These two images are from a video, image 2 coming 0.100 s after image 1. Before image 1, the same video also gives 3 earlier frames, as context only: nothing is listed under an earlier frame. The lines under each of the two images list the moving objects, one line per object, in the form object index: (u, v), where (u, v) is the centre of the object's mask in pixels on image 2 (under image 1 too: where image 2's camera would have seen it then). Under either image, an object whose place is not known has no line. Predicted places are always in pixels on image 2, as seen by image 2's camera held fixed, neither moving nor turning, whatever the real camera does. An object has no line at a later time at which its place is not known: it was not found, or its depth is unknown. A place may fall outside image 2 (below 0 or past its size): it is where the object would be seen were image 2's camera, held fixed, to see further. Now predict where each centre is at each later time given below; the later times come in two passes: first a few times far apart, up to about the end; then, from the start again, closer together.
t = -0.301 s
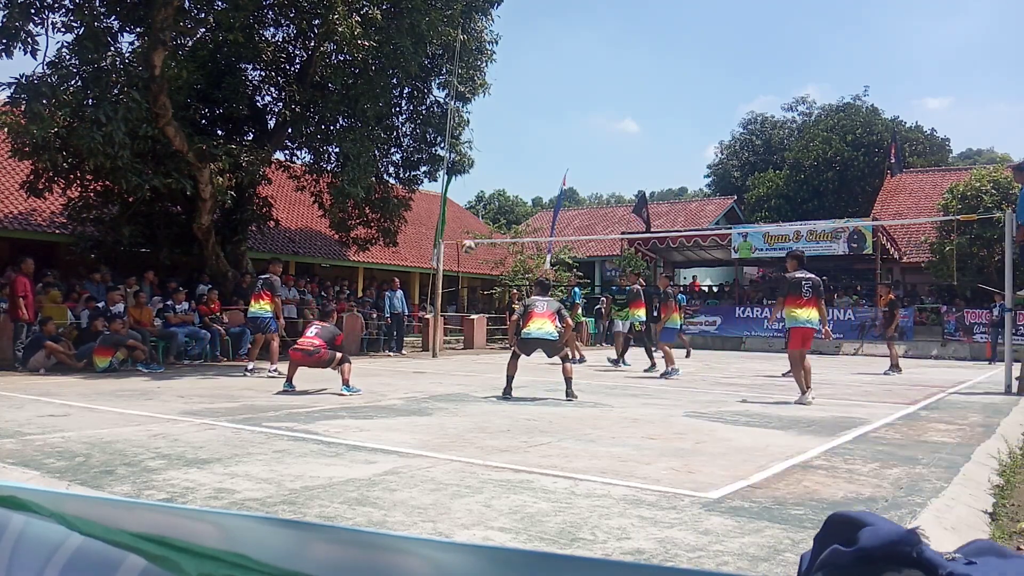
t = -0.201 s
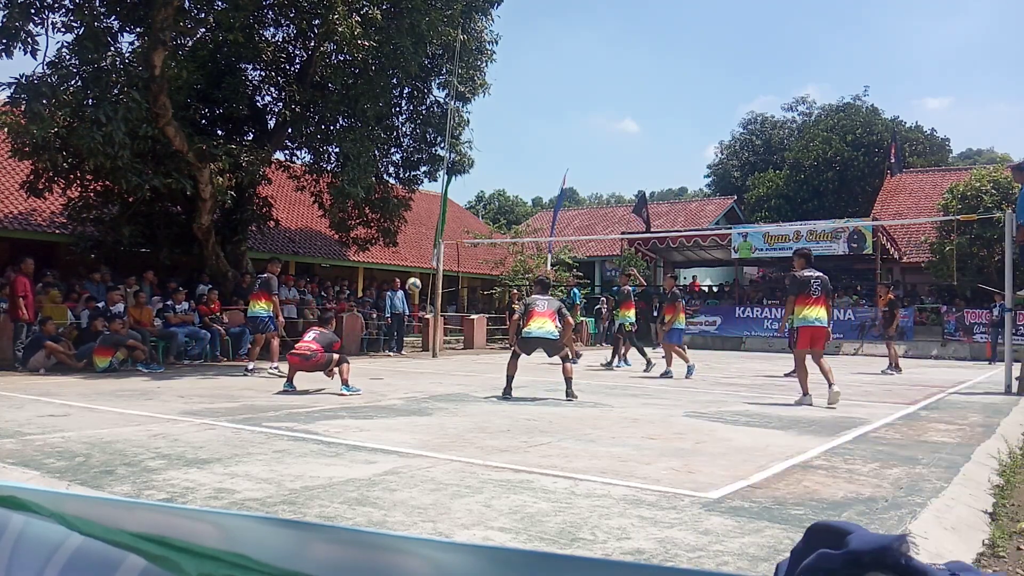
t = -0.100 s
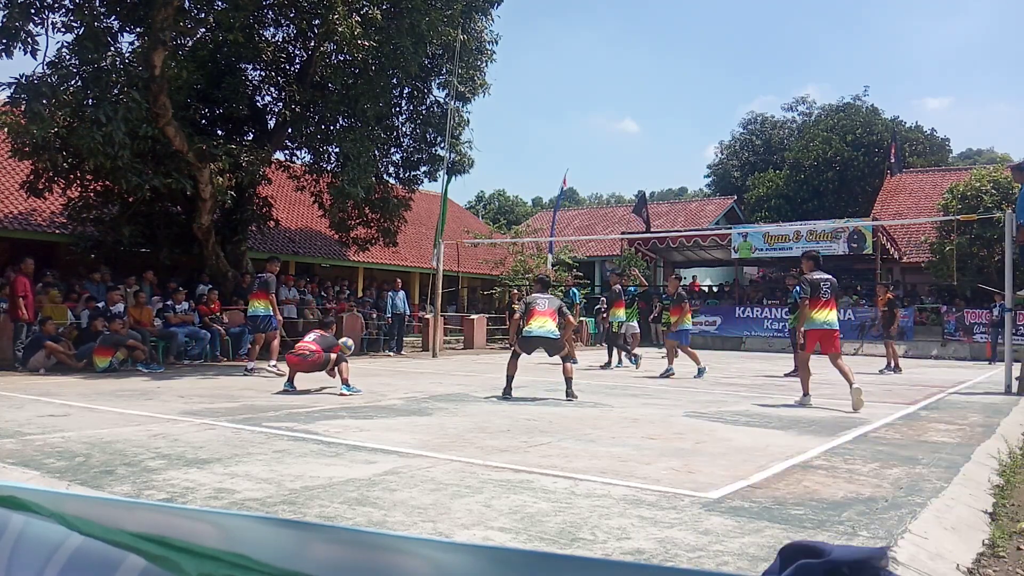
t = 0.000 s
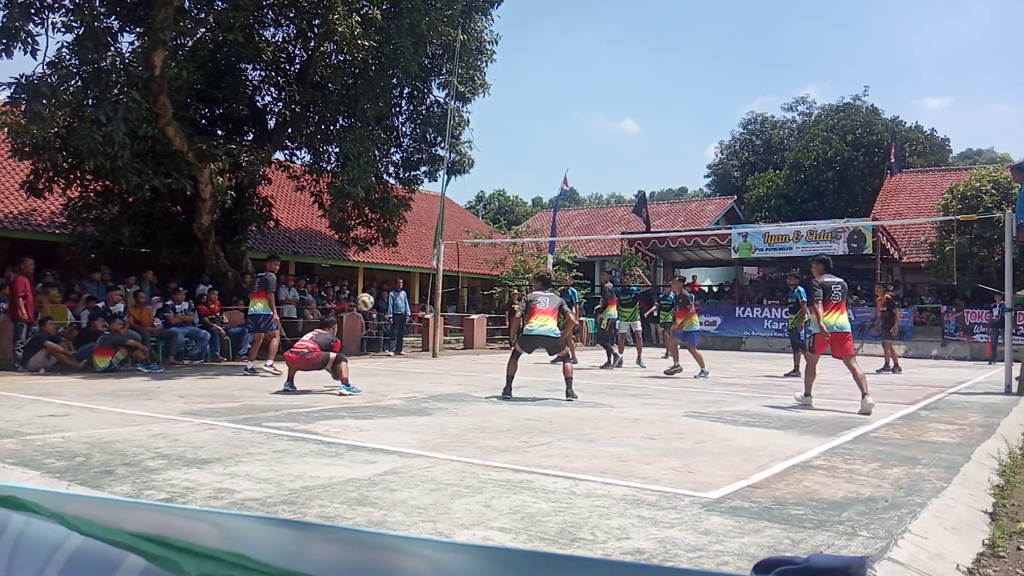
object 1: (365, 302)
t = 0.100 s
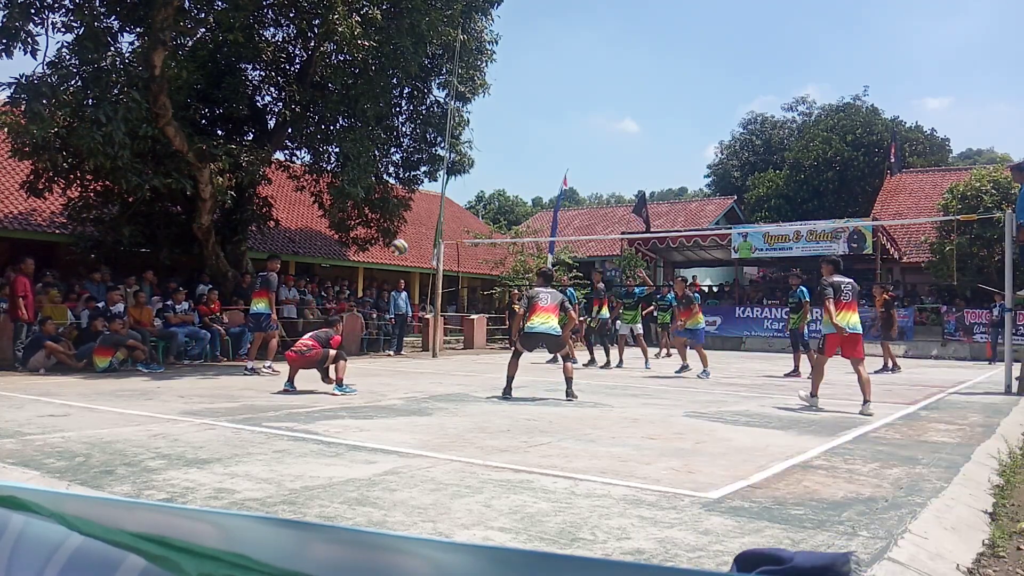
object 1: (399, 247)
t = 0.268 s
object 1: (449, 179)
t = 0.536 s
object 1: (517, 118)
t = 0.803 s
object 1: (575, 107)
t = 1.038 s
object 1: (620, 132)
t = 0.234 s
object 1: (439, 191)
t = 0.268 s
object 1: (449, 179)
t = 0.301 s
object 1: (458, 168)
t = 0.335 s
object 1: (467, 160)
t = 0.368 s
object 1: (476, 150)
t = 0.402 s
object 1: (484, 142)
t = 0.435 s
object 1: (493, 135)
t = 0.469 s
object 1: (501, 129)
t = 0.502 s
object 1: (509, 123)
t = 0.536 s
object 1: (517, 118)
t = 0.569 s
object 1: (525, 115)
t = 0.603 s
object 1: (532, 111)
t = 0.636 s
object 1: (540, 109)
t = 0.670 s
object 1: (547, 107)
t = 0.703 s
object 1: (554, 106)
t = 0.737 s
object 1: (561, 106)
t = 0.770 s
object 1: (568, 106)
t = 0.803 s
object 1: (575, 107)
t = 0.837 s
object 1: (582, 109)
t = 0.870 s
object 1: (589, 111)
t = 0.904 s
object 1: (595, 114)
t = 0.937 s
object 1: (602, 117)
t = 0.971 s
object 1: (608, 122)
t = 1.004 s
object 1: (614, 126)
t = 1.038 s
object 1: (620, 132)
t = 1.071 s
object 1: (626, 137)
